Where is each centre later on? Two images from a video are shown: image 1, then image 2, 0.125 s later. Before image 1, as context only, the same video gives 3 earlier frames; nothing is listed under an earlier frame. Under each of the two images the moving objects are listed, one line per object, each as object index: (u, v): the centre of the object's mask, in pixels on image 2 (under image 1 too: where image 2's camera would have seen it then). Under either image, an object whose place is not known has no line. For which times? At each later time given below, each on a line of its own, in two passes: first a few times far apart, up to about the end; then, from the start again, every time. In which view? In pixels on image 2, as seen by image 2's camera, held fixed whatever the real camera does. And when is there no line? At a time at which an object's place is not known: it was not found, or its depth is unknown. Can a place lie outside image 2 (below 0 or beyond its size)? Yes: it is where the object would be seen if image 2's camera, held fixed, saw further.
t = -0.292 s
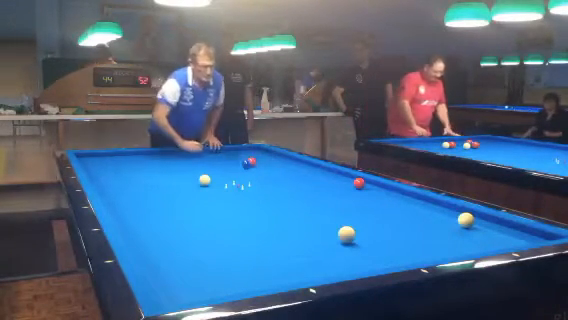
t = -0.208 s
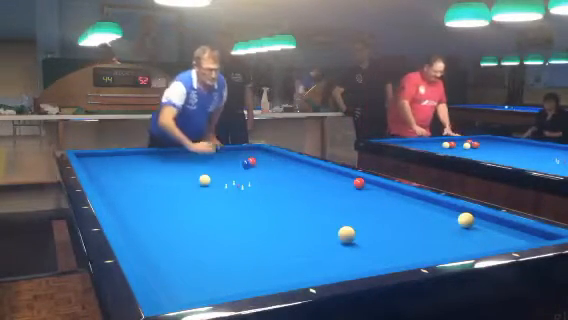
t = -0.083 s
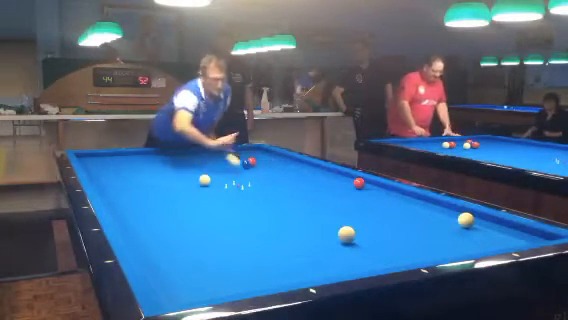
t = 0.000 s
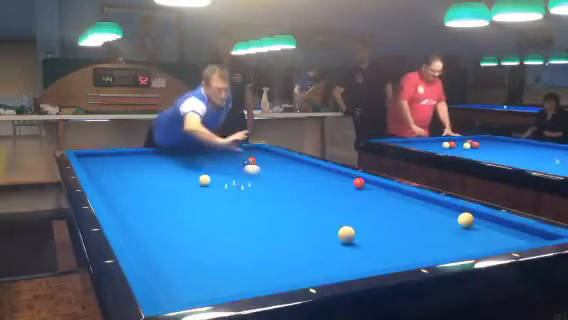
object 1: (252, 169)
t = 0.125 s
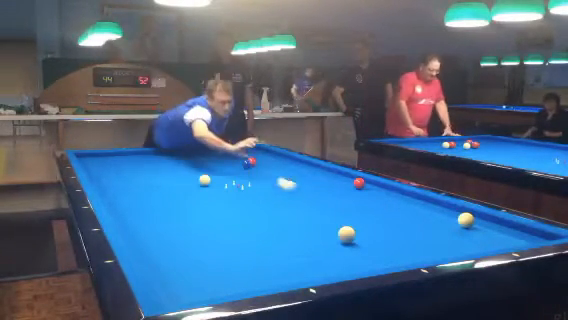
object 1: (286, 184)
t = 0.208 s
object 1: (313, 192)
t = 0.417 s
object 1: (406, 229)
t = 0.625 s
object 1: (412, 230)
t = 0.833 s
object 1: (349, 203)
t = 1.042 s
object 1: (310, 188)
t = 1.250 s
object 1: (283, 177)
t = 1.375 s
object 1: (270, 171)
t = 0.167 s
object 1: (299, 187)
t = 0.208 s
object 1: (313, 192)
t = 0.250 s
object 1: (328, 200)
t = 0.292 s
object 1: (345, 206)
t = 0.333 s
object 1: (364, 213)
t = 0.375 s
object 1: (384, 221)
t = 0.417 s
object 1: (406, 229)
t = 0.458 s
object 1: (431, 239)
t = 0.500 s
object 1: (456, 247)
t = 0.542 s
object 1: (447, 244)
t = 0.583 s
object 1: (428, 237)
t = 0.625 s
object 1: (412, 230)
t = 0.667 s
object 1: (396, 224)
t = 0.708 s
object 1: (382, 218)
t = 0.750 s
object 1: (370, 213)
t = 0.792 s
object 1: (359, 208)
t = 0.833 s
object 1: (349, 203)
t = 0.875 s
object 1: (339, 200)
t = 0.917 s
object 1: (331, 197)
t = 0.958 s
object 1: (323, 193)
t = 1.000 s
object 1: (317, 190)
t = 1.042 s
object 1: (310, 188)
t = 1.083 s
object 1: (304, 185)
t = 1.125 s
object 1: (298, 183)
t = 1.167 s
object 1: (293, 181)
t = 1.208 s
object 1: (288, 179)
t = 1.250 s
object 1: (283, 177)
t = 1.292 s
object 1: (279, 175)
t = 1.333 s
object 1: (274, 172)
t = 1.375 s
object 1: (270, 171)
